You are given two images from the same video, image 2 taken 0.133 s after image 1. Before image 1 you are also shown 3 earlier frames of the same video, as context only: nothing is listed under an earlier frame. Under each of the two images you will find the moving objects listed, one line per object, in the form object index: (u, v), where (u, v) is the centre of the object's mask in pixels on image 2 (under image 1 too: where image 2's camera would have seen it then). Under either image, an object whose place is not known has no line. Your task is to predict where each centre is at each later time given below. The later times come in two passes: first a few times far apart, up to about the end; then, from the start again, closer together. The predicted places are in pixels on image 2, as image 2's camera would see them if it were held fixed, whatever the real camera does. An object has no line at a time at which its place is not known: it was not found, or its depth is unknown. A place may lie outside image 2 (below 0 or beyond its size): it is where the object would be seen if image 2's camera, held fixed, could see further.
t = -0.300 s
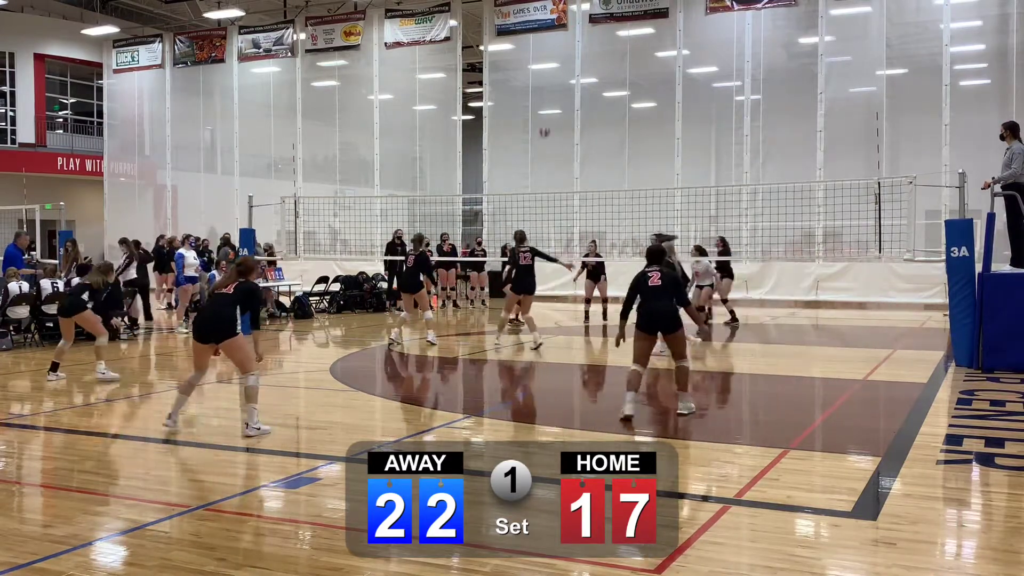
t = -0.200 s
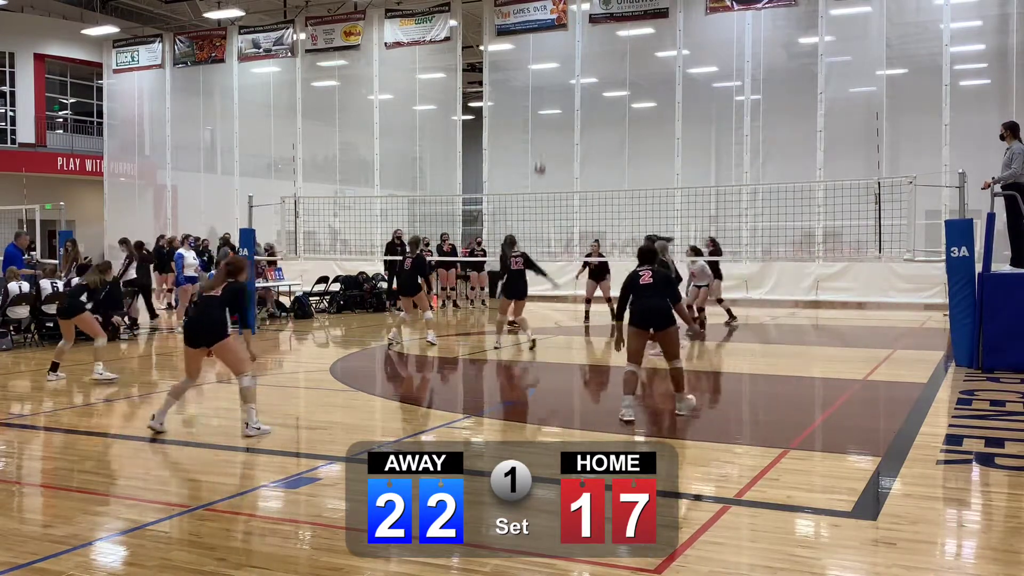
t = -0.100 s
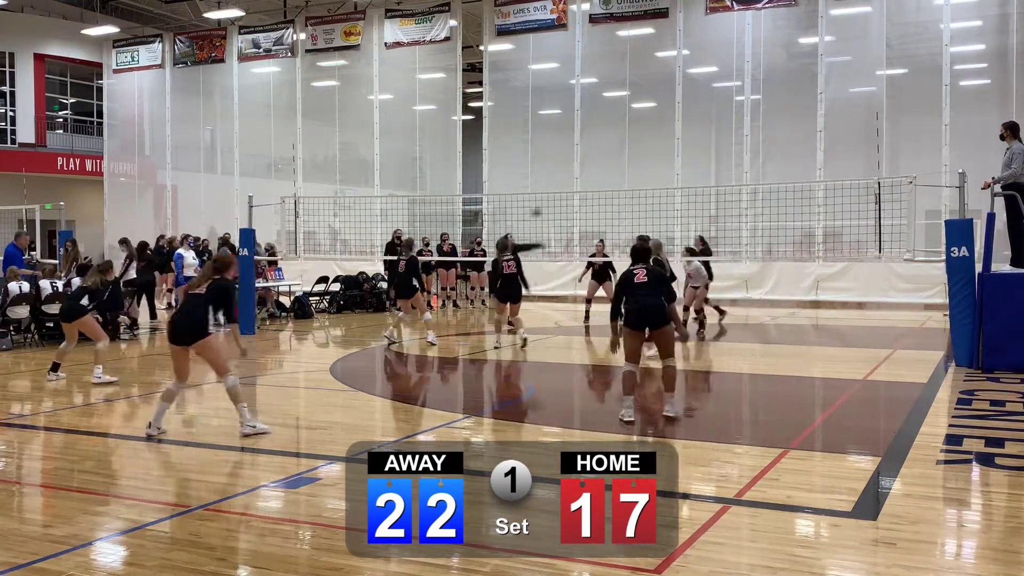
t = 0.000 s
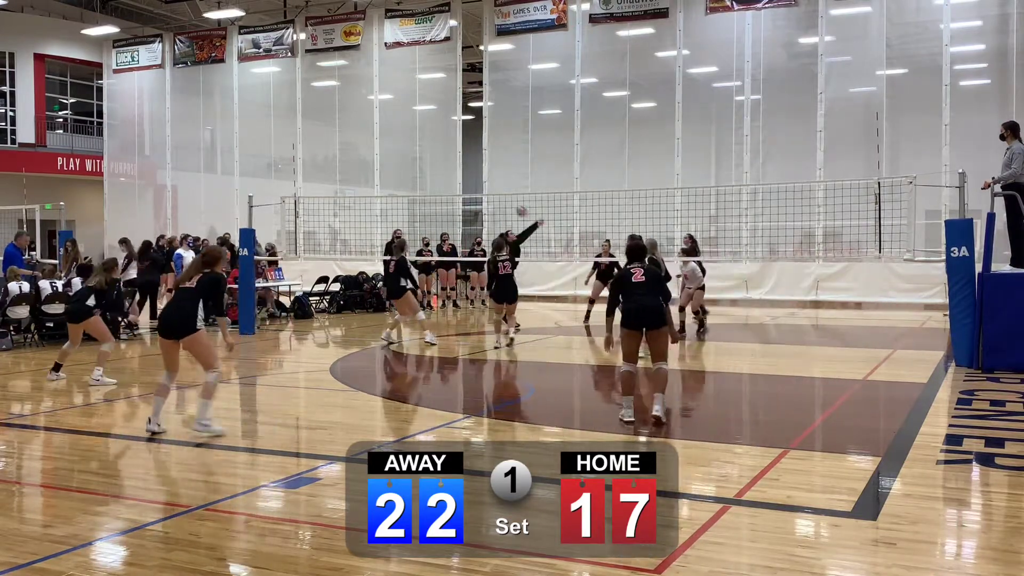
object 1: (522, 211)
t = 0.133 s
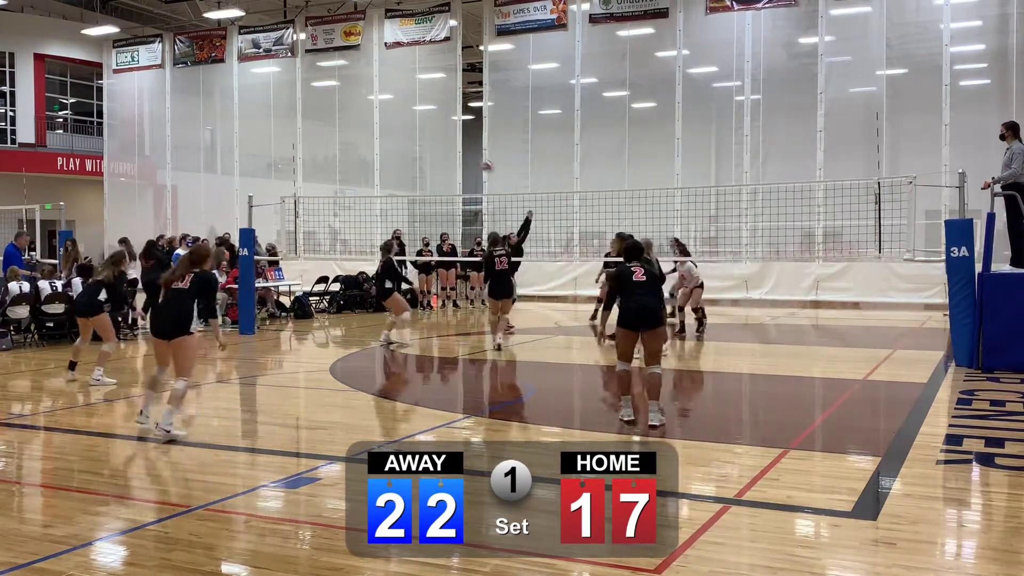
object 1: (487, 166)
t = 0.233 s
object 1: (459, 138)
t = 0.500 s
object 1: (371, 87)
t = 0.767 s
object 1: (263, 82)
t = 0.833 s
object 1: (232, 90)
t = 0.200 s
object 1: (468, 146)
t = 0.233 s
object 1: (459, 138)
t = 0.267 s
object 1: (449, 130)
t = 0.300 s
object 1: (437, 123)
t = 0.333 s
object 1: (427, 114)
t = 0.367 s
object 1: (416, 108)
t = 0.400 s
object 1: (406, 102)
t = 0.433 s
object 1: (395, 96)
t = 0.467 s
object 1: (383, 91)
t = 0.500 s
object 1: (371, 87)
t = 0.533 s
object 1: (359, 83)
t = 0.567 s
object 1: (346, 81)
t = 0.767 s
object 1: (263, 82)
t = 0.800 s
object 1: (248, 85)
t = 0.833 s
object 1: (232, 90)
